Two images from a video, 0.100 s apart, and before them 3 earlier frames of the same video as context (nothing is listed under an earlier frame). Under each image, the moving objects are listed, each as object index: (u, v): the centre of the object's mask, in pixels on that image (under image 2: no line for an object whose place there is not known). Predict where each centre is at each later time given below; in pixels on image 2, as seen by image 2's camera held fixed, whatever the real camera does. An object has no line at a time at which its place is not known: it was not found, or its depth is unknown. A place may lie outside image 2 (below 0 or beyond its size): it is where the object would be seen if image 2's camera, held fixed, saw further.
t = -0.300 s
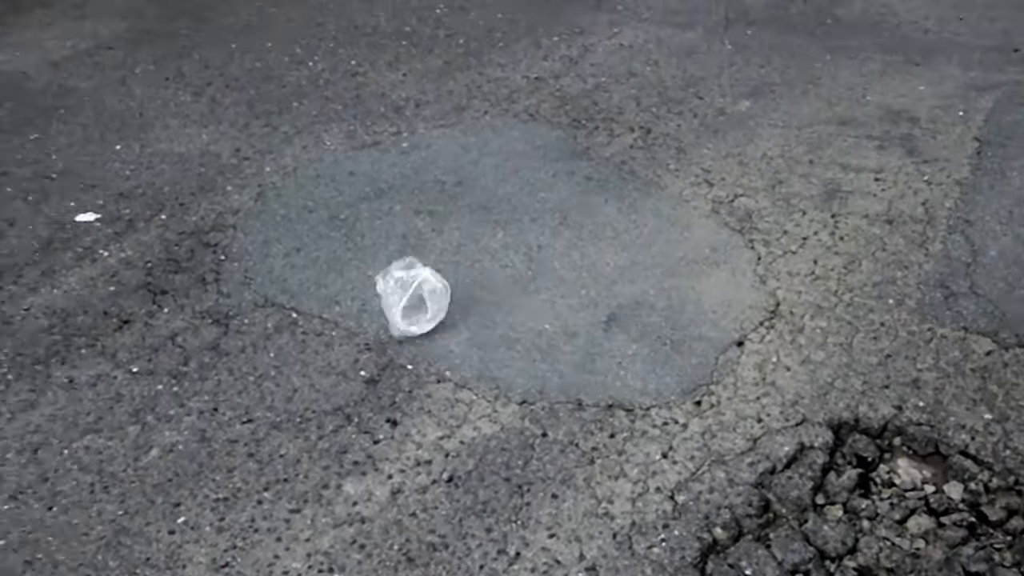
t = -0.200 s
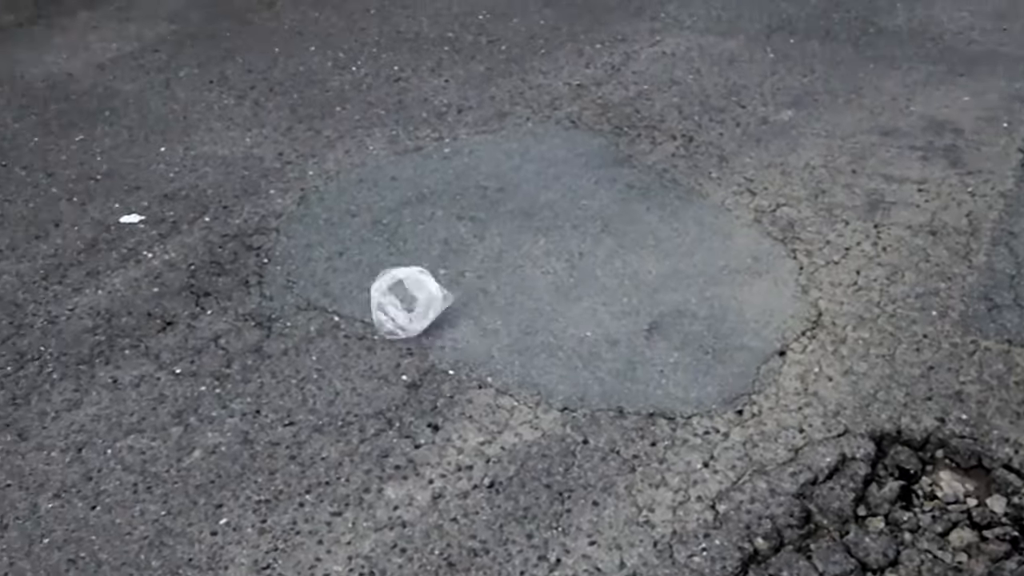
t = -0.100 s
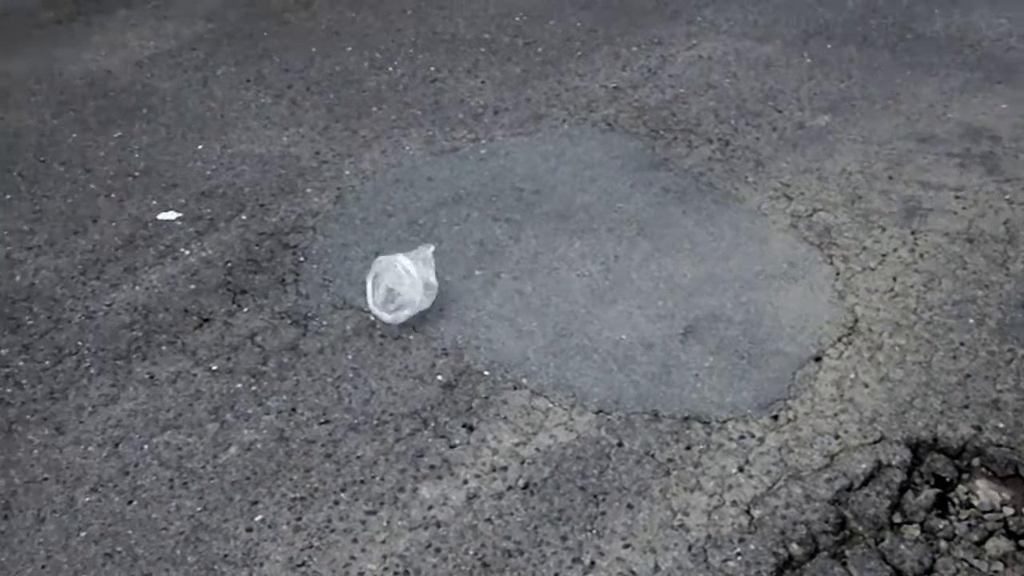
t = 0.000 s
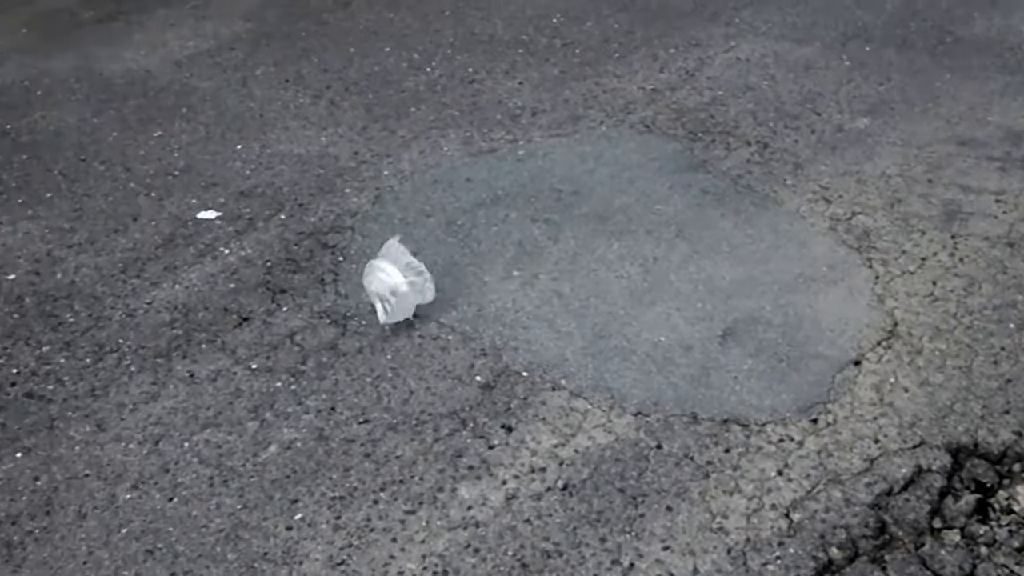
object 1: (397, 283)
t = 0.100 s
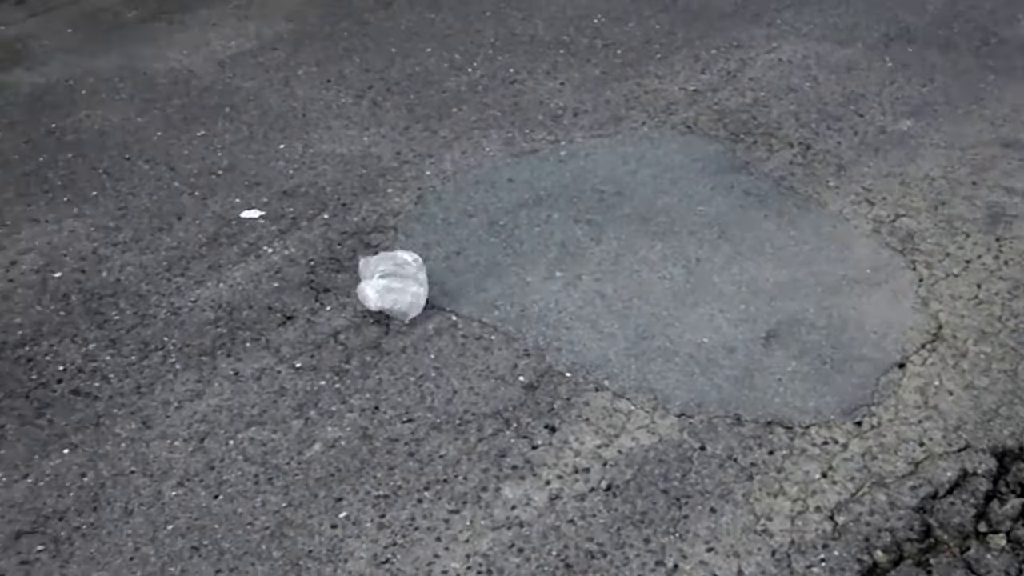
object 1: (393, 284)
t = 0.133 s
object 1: (376, 283)
